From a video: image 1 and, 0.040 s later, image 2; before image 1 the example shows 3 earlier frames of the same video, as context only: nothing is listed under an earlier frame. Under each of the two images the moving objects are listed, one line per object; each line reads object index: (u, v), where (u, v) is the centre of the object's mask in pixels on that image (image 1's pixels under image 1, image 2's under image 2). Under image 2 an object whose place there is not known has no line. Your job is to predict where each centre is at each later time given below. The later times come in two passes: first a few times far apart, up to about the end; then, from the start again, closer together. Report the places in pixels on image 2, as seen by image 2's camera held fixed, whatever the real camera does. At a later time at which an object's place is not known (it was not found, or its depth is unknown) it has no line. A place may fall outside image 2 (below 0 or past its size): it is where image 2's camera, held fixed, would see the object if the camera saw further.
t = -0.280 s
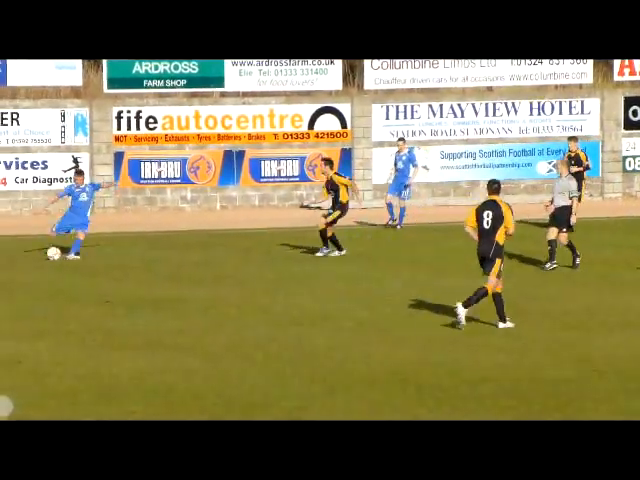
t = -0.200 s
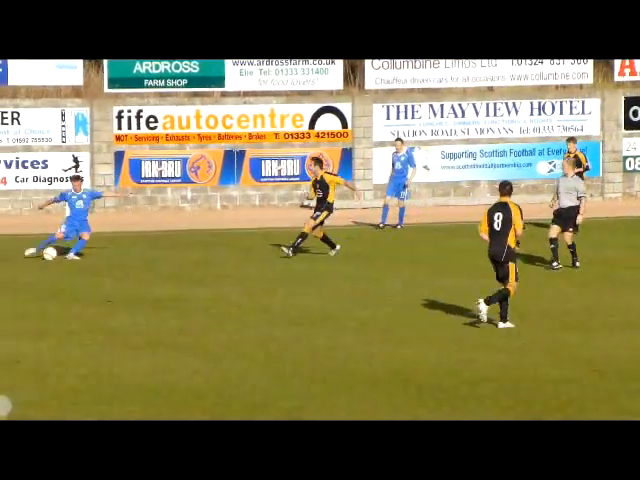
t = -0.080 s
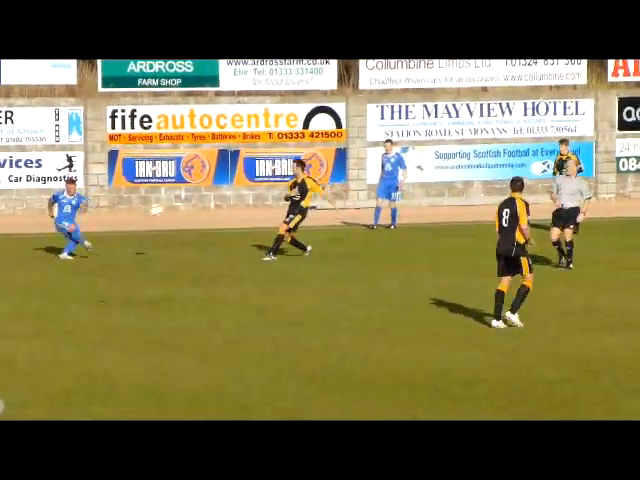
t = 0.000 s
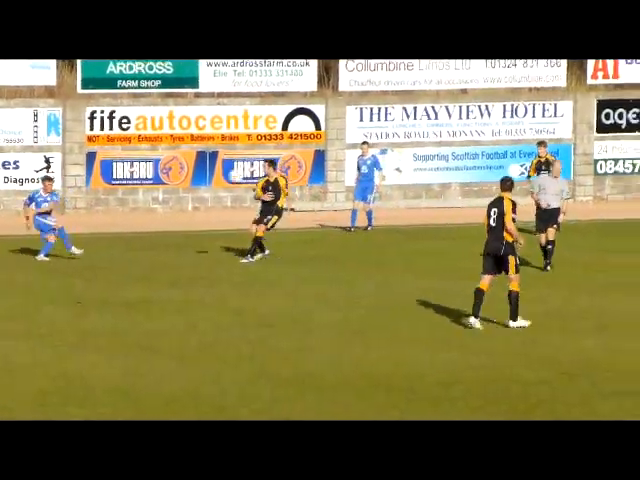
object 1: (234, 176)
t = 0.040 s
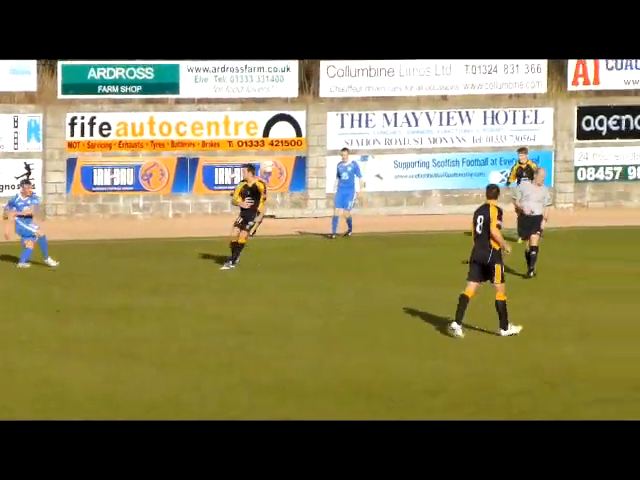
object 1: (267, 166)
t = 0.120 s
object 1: (370, 137)
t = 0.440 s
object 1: (817, 32)
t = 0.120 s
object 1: (370, 137)
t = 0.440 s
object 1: (817, 32)
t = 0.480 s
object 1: (880, 21)
